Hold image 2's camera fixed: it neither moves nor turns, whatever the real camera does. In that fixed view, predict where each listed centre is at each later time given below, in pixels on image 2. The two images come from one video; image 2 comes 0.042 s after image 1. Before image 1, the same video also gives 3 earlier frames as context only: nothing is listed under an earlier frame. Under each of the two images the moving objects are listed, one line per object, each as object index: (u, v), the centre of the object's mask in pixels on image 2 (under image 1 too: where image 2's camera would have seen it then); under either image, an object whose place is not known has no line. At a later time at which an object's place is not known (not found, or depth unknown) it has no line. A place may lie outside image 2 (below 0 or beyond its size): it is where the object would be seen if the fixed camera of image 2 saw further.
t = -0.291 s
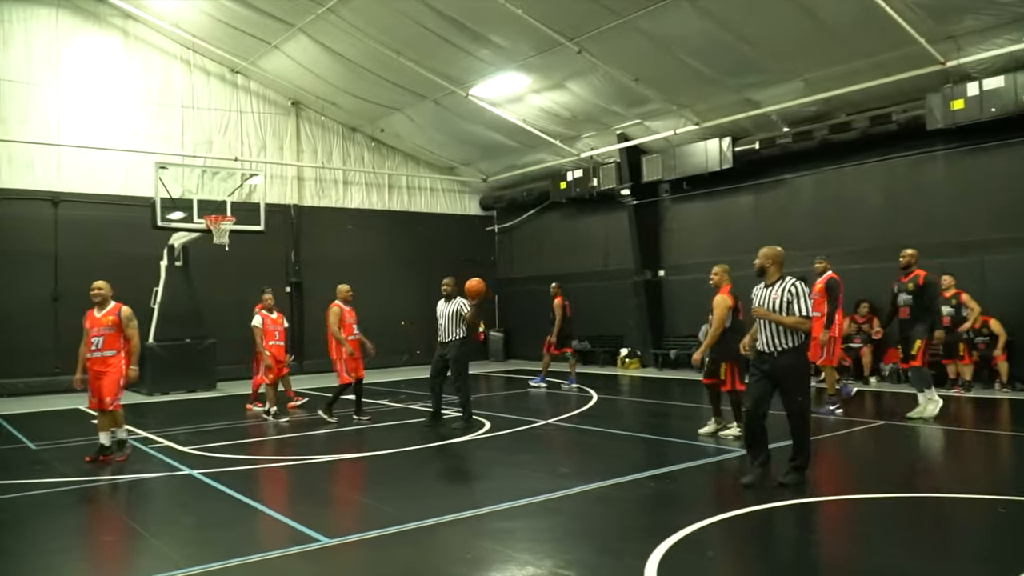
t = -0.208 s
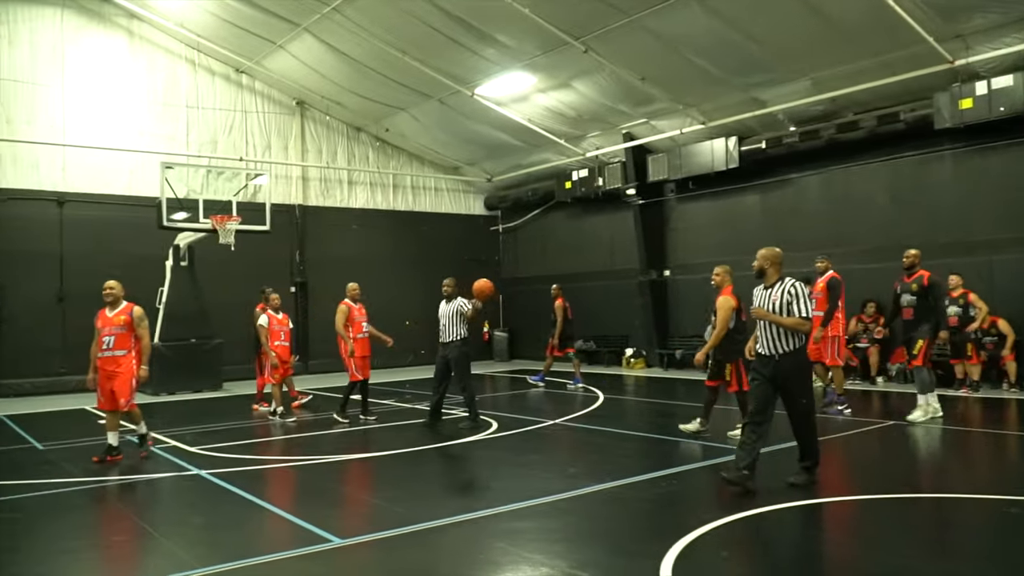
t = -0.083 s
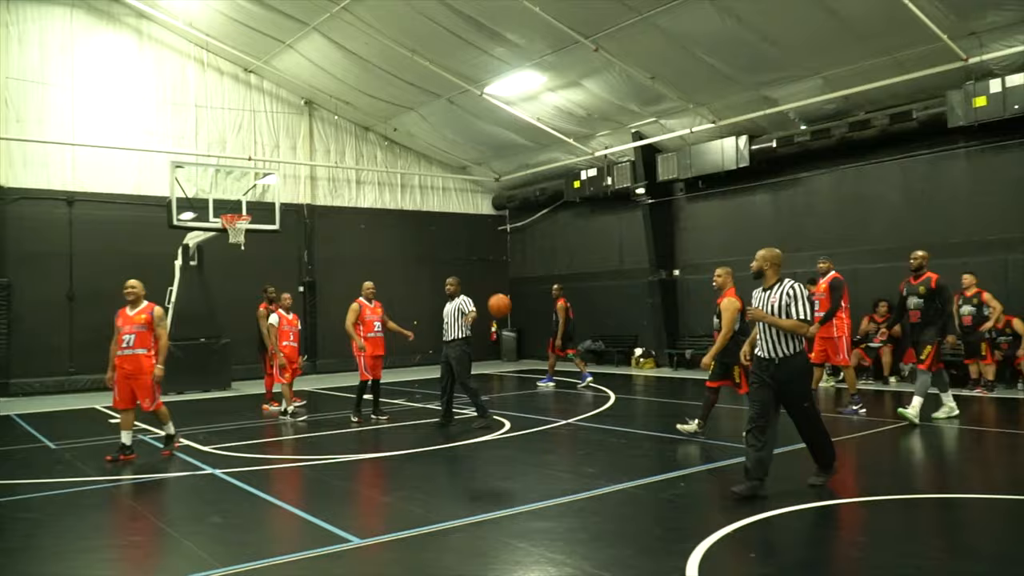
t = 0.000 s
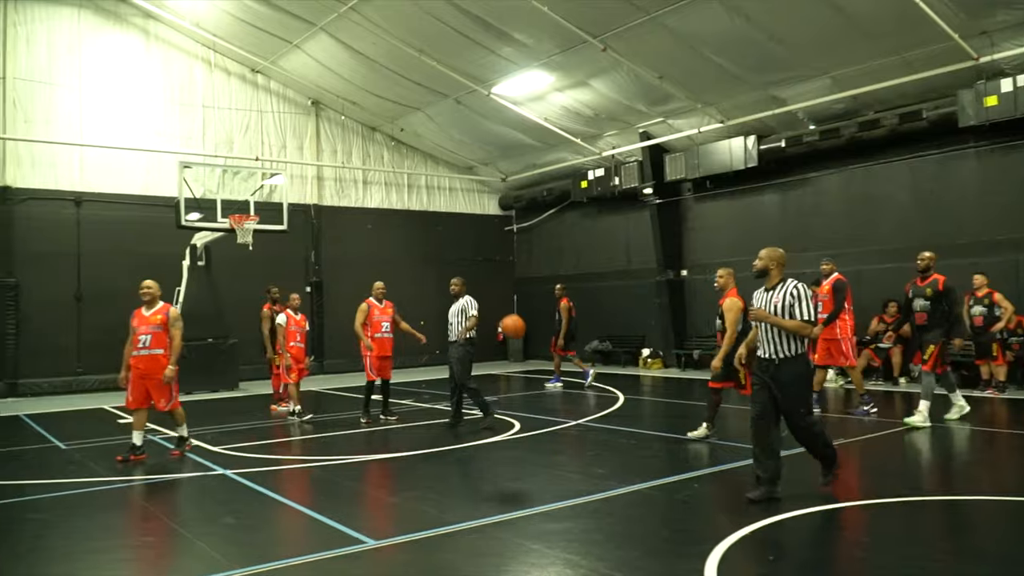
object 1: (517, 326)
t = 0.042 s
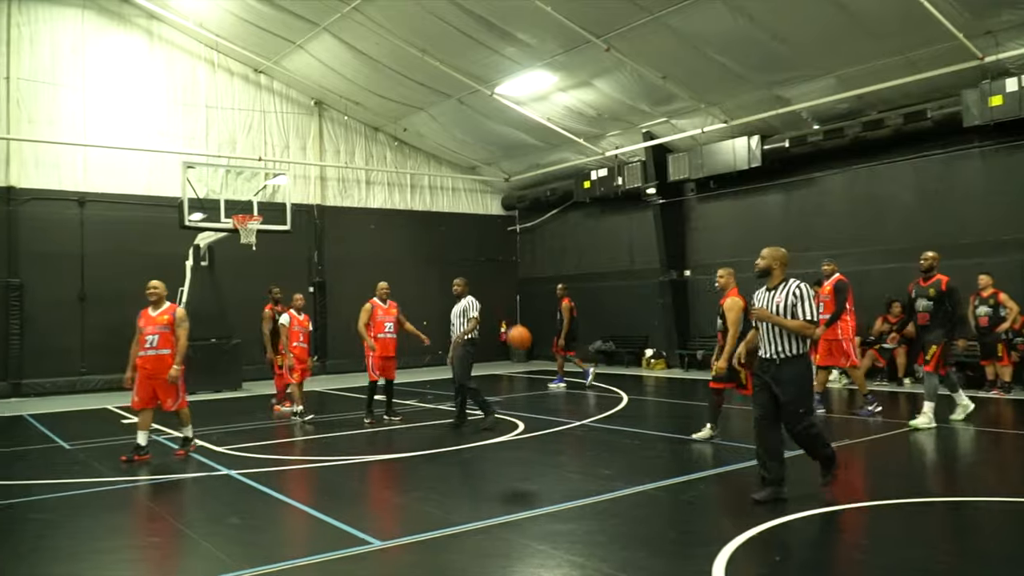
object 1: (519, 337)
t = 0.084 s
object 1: (522, 356)
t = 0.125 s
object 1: (525, 371)
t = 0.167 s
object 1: (529, 396)
